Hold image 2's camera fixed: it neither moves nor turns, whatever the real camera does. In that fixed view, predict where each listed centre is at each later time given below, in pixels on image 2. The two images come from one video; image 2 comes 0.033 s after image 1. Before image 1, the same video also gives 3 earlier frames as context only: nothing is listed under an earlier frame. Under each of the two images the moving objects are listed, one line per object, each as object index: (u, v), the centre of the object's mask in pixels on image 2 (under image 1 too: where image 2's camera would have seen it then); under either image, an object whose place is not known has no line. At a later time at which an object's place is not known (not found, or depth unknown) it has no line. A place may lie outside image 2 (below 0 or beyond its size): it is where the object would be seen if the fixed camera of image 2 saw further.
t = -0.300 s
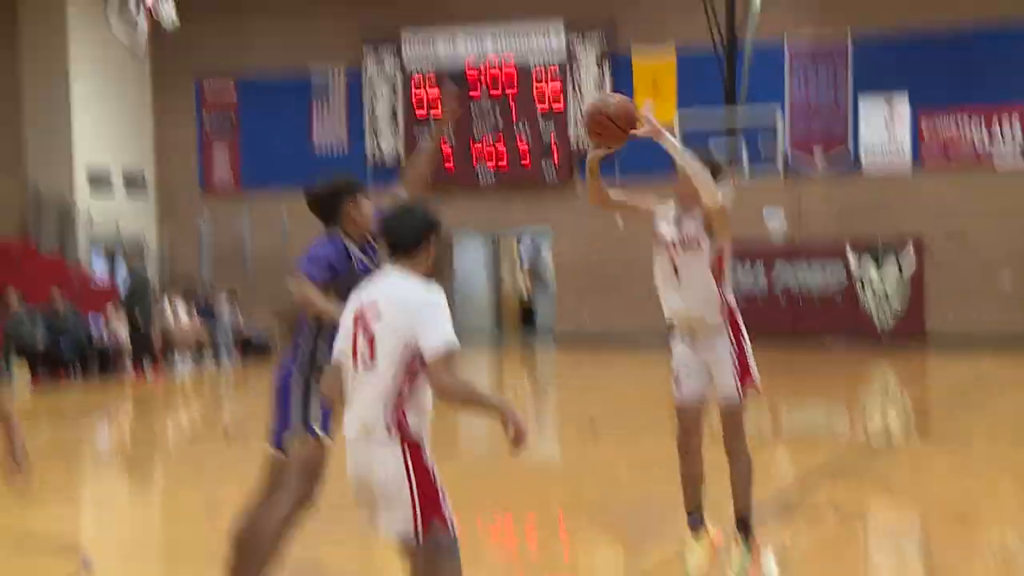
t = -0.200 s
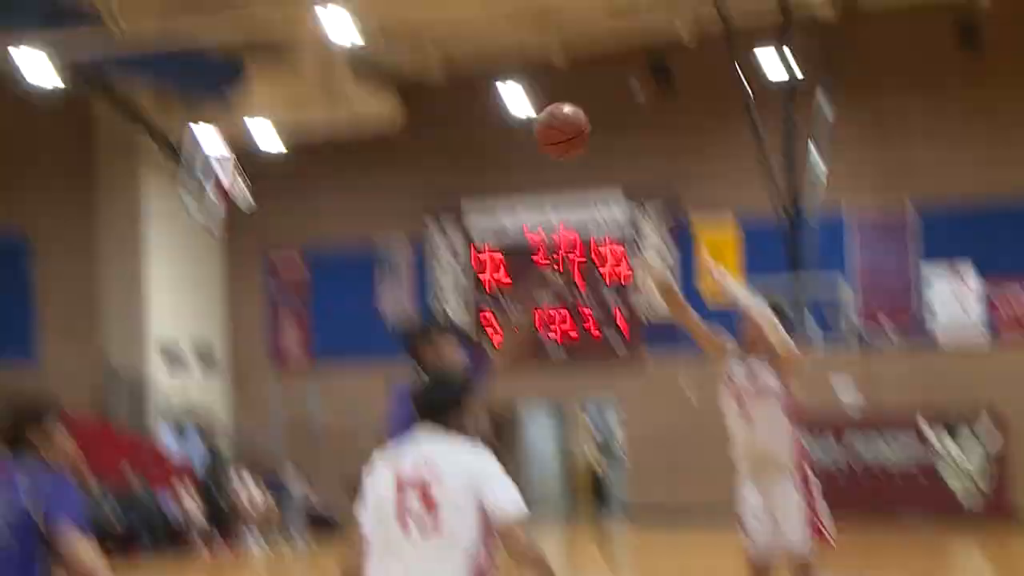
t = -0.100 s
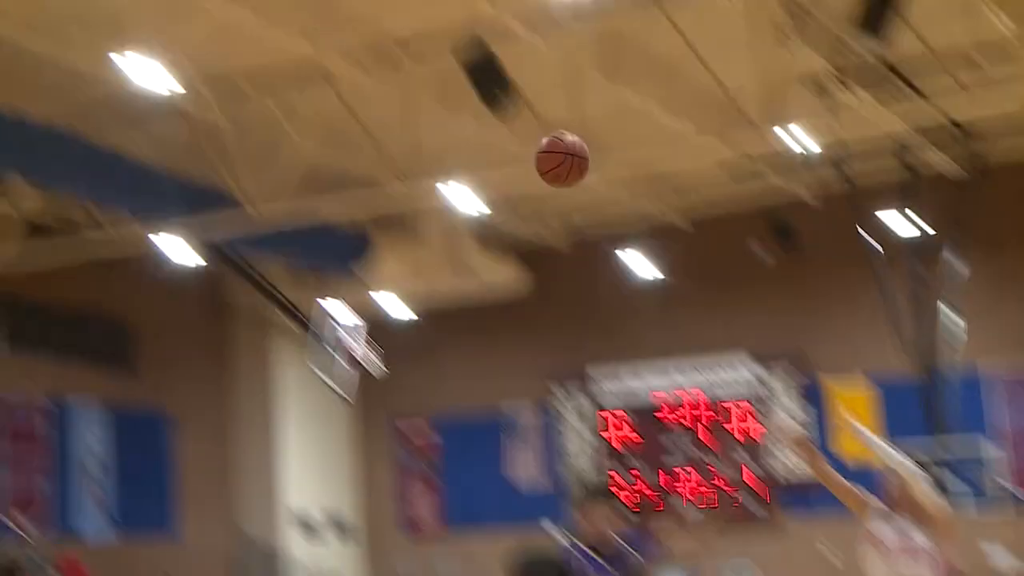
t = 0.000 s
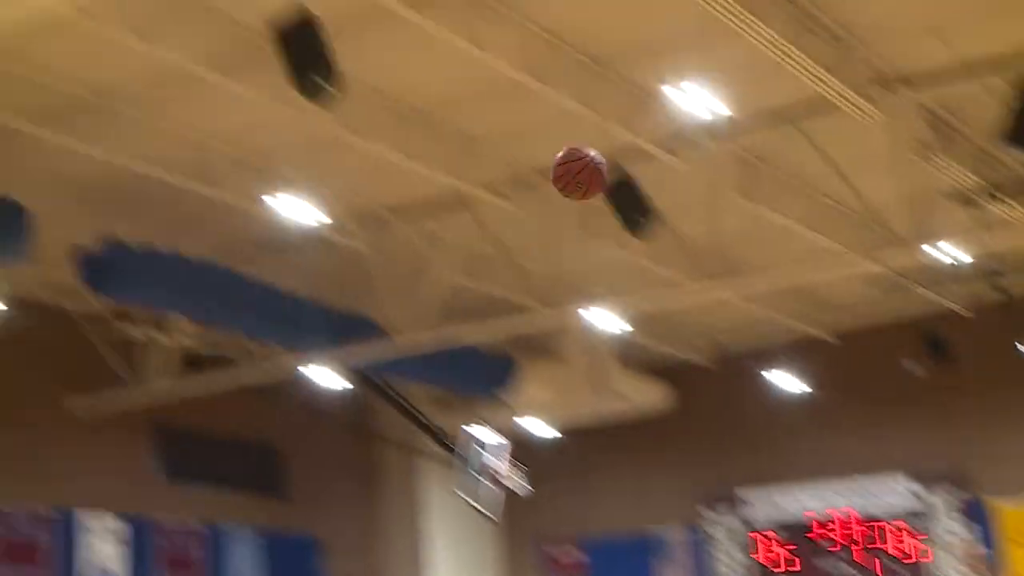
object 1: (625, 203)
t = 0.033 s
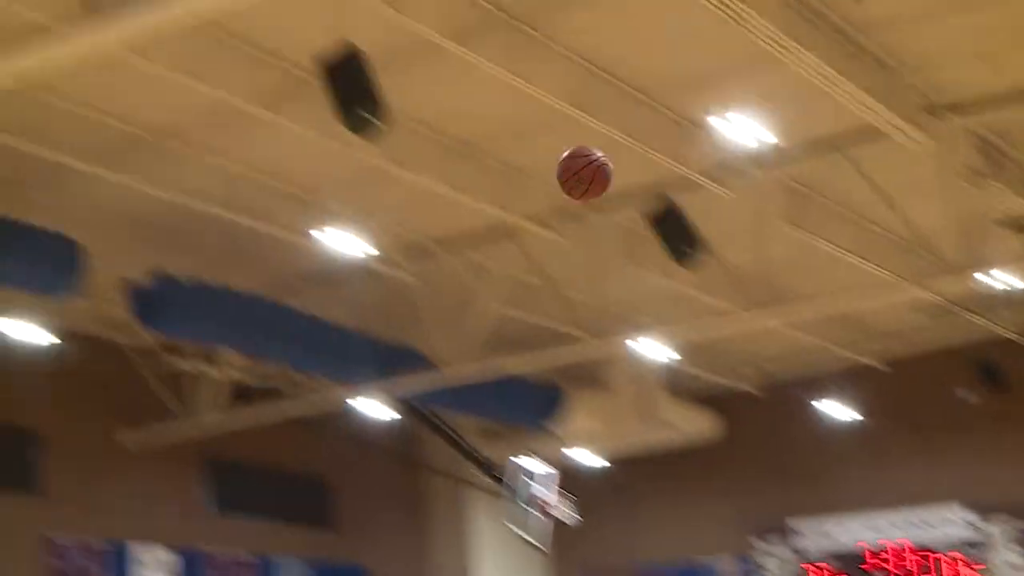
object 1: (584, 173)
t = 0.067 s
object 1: (544, 146)
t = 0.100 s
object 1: (504, 121)
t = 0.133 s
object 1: (463, 99)
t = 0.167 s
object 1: (424, 80)
